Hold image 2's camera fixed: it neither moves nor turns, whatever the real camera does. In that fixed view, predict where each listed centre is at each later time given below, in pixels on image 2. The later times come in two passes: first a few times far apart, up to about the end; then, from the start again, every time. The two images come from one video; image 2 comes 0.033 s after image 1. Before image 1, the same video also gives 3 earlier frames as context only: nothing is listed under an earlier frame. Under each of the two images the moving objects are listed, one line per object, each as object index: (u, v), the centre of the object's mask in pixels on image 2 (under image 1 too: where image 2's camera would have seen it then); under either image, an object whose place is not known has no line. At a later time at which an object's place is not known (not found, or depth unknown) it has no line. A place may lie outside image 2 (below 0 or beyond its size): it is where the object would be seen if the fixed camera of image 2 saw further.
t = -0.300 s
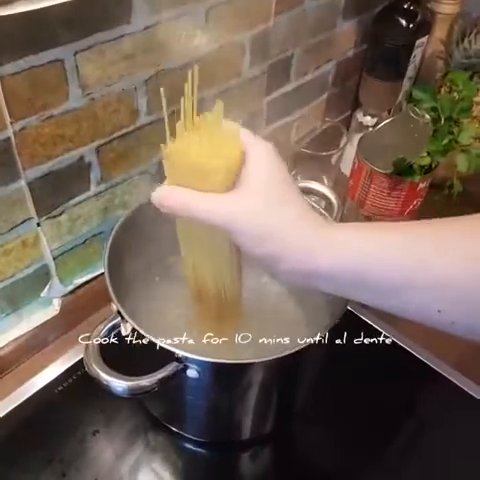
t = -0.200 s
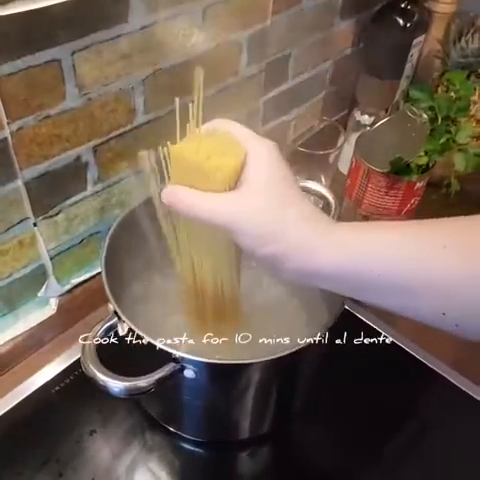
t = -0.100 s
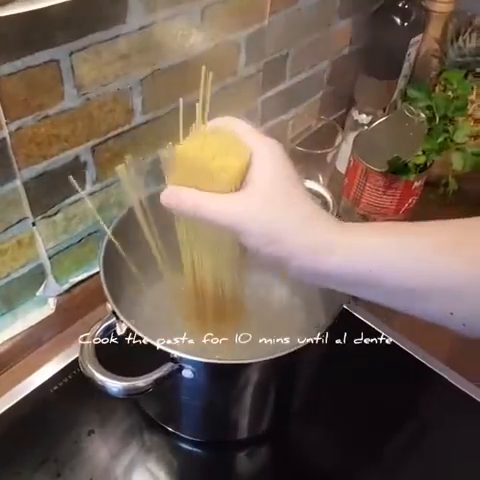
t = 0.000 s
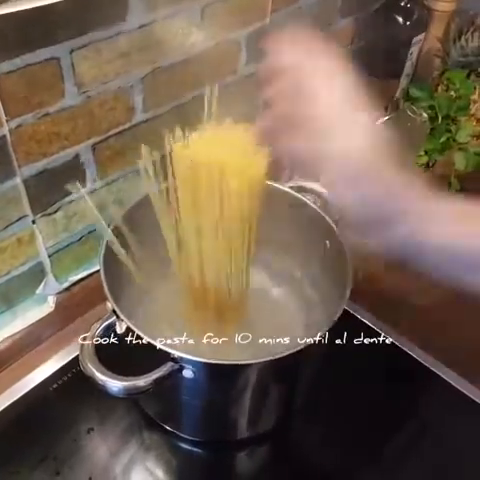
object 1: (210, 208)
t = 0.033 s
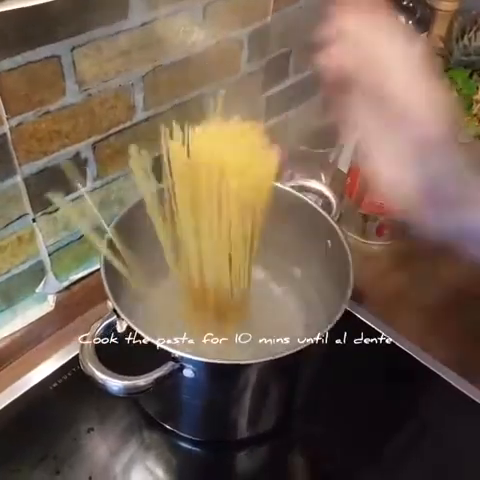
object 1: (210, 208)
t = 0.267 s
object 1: (243, 229)
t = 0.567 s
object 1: (237, 241)
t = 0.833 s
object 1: (239, 245)
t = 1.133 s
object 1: (240, 244)
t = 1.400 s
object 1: (240, 243)
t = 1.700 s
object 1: (240, 242)
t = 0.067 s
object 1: (211, 206)
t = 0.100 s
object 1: (196, 224)
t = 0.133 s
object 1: (207, 217)
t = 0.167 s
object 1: (221, 211)
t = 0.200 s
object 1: (226, 229)
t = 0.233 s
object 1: (240, 231)
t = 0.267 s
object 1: (243, 229)
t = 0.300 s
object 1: (241, 232)
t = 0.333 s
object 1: (242, 234)
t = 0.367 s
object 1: (240, 235)
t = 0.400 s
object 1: (238, 237)
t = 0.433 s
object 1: (237, 237)
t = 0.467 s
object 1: (236, 238)
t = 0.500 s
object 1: (237, 239)
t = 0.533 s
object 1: (236, 240)
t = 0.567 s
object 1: (237, 241)
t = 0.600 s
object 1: (237, 242)
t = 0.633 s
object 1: (238, 243)
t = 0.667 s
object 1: (239, 243)
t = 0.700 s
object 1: (239, 244)
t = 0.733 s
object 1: (239, 245)
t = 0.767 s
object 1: (239, 245)
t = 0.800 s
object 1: (239, 245)
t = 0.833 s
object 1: (239, 245)
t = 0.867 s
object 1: (240, 245)
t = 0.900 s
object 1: (240, 245)
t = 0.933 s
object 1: (240, 245)
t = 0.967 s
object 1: (240, 245)
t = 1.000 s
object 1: (240, 244)
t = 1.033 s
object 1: (240, 244)
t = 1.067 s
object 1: (240, 244)
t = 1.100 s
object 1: (239, 244)
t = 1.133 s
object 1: (240, 244)
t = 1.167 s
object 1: (240, 244)
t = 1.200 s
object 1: (240, 244)
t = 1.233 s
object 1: (240, 244)
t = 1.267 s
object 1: (240, 244)
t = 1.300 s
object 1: (240, 244)
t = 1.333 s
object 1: (240, 244)
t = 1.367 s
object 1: (240, 243)
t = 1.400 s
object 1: (240, 243)
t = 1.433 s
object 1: (240, 243)
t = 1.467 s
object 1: (239, 243)
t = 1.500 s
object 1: (240, 243)
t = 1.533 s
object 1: (240, 243)
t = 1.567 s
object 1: (240, 243)
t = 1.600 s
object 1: (240, 243)
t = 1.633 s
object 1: (240, 242)
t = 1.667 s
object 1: (240, 242)
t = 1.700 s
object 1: (240, 242)
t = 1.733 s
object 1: (240, 242)
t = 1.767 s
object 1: (239, 241)
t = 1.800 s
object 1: (240, 241)
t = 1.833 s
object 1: (240, 241)
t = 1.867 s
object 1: (240, 240)
